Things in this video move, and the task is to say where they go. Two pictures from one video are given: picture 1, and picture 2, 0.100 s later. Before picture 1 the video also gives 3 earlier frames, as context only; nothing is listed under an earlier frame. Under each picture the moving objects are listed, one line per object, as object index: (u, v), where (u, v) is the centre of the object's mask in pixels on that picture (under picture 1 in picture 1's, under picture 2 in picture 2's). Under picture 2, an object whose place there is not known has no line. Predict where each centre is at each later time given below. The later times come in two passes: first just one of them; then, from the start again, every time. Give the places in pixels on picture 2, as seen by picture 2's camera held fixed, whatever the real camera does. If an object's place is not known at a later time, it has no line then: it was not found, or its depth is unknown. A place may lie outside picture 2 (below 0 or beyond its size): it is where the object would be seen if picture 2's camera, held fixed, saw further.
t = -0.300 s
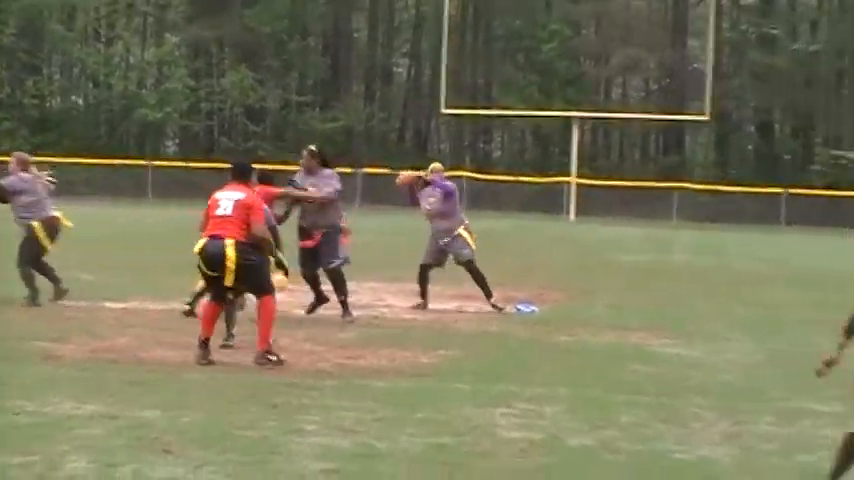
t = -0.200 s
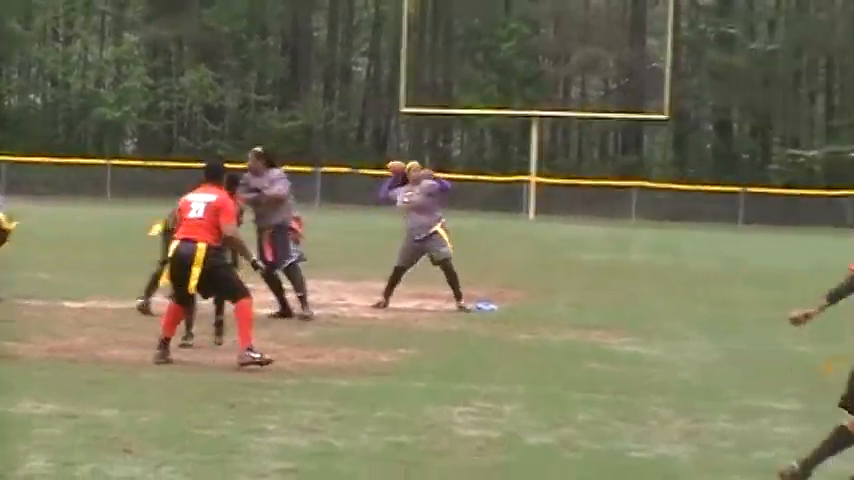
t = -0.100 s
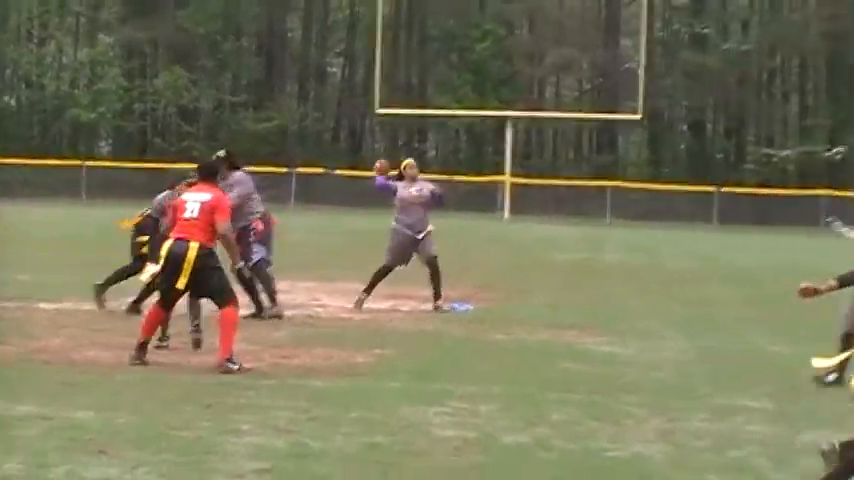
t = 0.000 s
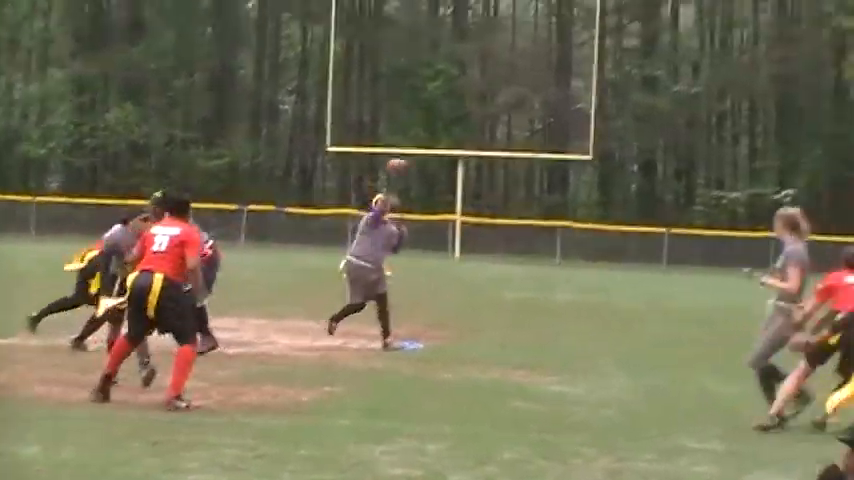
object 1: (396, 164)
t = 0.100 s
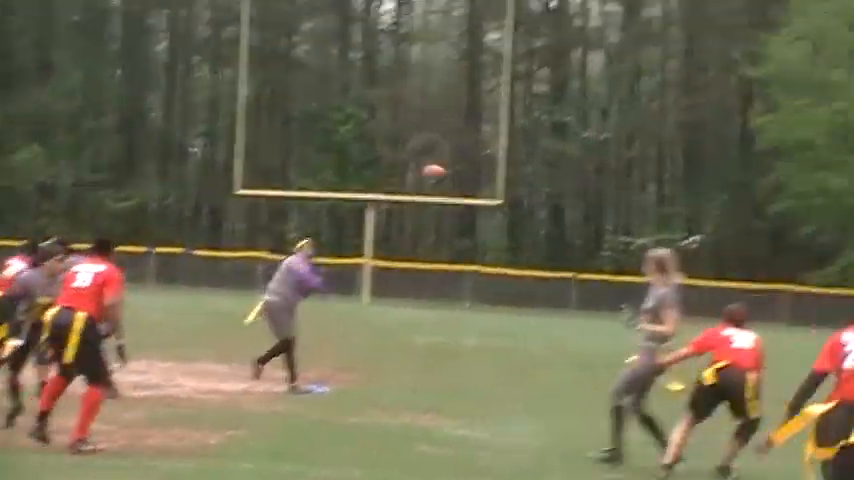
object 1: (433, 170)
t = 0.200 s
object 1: (562, 142)
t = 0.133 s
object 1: (479, 161)
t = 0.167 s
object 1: (520, 150)
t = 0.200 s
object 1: (562, 142)
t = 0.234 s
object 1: (607, 133)
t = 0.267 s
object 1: (654, 125)
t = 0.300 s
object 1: (700, 121)
